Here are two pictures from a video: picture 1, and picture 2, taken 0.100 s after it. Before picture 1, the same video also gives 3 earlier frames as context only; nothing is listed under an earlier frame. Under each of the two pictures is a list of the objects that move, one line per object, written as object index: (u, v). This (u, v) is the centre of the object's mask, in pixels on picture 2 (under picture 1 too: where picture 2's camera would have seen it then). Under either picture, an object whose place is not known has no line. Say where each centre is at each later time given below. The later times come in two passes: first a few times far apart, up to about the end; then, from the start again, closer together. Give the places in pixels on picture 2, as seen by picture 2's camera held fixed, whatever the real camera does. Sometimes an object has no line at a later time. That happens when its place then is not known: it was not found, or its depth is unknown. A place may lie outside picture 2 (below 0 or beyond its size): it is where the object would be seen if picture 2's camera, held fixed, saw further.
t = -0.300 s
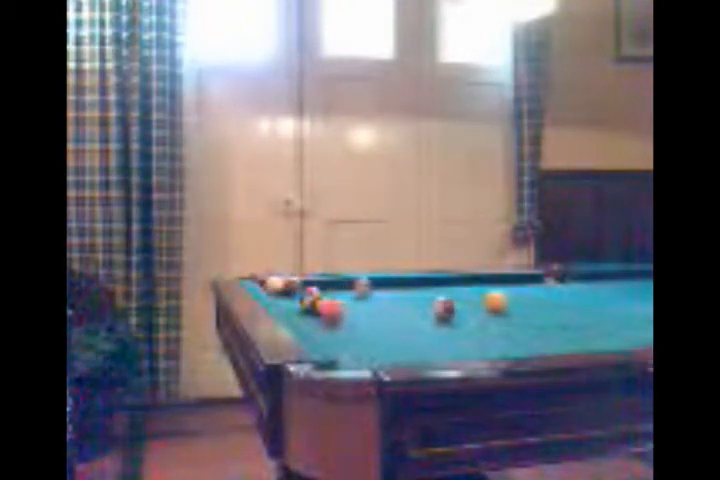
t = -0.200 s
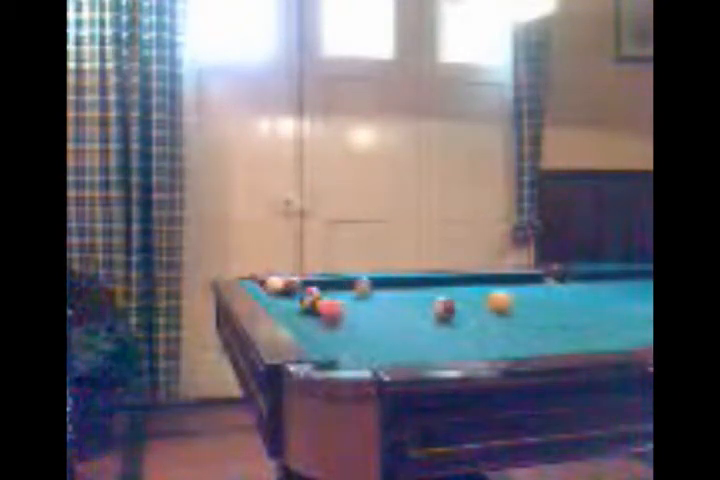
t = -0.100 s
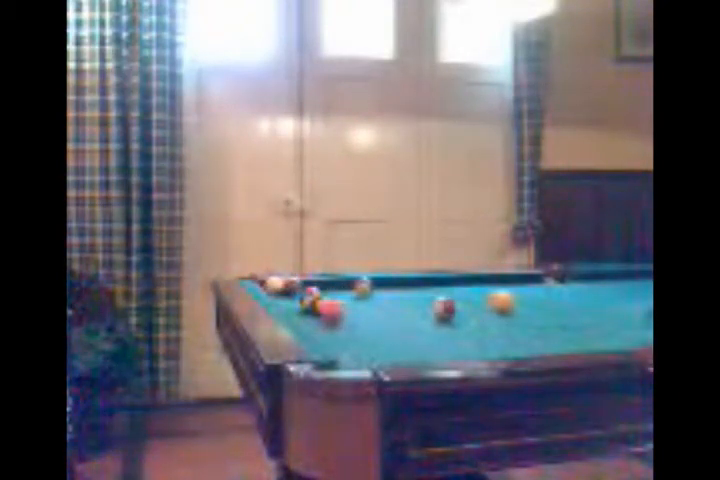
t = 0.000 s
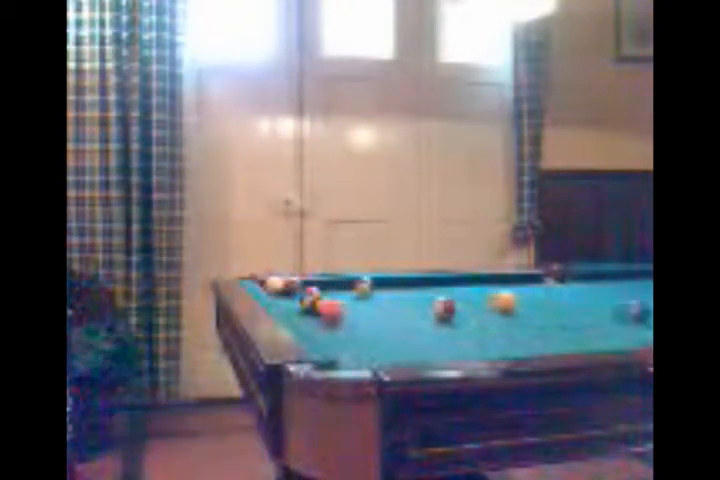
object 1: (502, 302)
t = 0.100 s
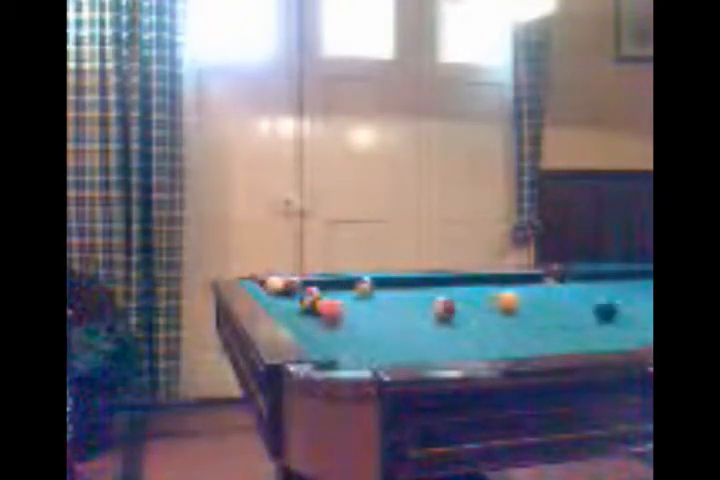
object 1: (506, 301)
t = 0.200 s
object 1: (509, 302)
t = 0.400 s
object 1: (513, 302)
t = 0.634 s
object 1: (517, 302)
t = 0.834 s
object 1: (517, 302)
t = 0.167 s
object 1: (507, 301)
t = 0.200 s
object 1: (509, 302)
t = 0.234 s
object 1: (509, 302)
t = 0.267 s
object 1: (511, 302)
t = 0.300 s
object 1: (512, 302)
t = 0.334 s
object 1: (513, 302)
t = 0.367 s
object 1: (513, 302)
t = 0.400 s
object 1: (513, 302)
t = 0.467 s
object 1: (513, 302)
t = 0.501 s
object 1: (516, 300)
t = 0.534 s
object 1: (516, 302)
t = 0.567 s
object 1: (516, 302)
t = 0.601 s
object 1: (517, 302)
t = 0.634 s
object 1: (517, 302)
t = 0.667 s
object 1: (517, 302)
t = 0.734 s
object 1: (517, 302)
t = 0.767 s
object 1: (517, 302)
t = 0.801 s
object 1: (517, 302)
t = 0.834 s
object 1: (517, 302)
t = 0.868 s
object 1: (517, 302)
